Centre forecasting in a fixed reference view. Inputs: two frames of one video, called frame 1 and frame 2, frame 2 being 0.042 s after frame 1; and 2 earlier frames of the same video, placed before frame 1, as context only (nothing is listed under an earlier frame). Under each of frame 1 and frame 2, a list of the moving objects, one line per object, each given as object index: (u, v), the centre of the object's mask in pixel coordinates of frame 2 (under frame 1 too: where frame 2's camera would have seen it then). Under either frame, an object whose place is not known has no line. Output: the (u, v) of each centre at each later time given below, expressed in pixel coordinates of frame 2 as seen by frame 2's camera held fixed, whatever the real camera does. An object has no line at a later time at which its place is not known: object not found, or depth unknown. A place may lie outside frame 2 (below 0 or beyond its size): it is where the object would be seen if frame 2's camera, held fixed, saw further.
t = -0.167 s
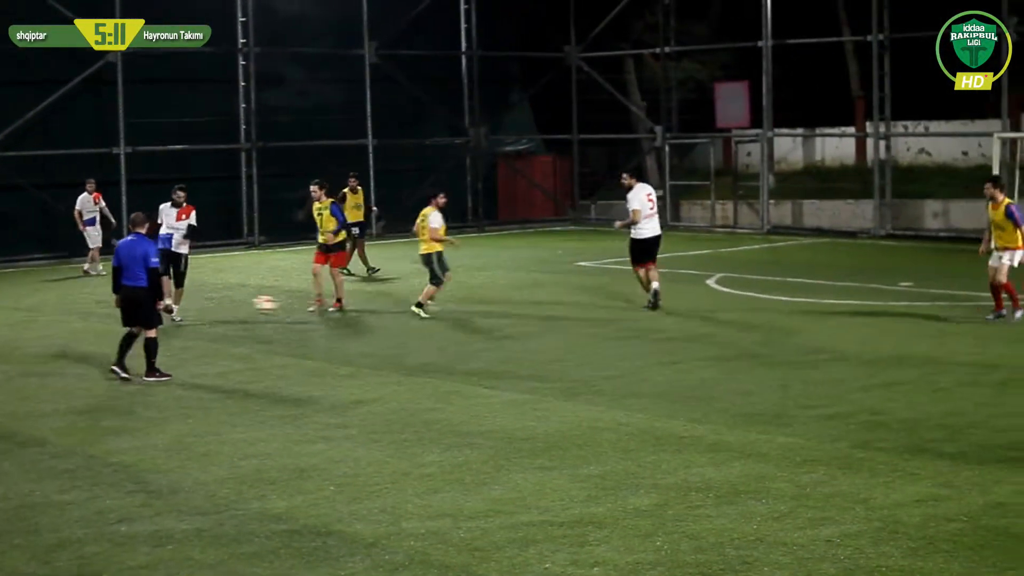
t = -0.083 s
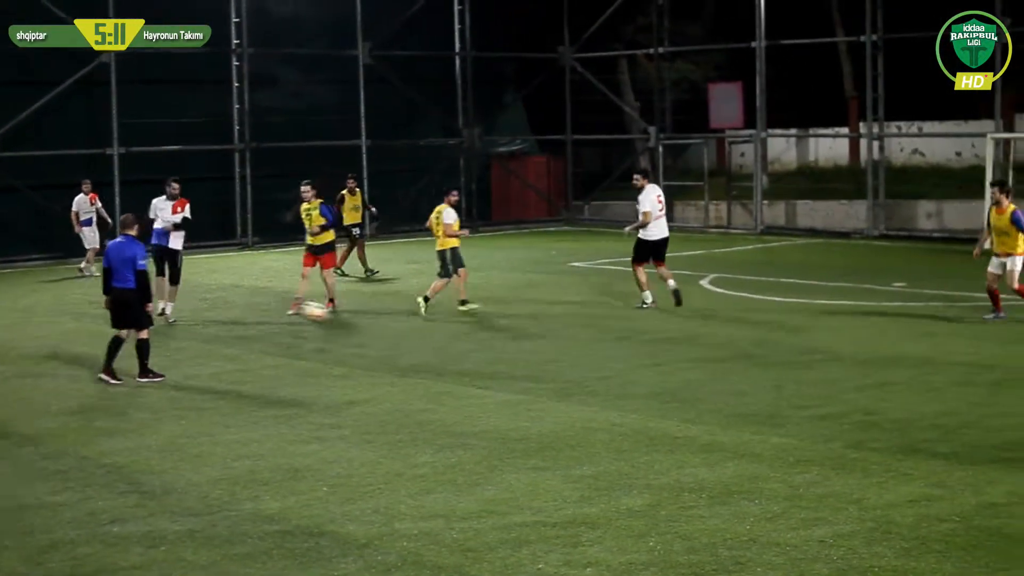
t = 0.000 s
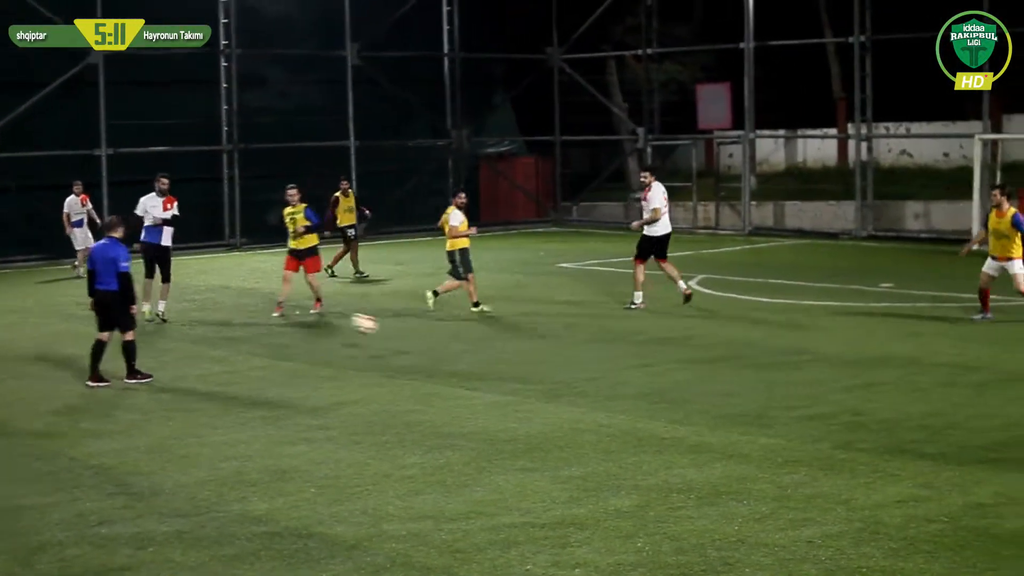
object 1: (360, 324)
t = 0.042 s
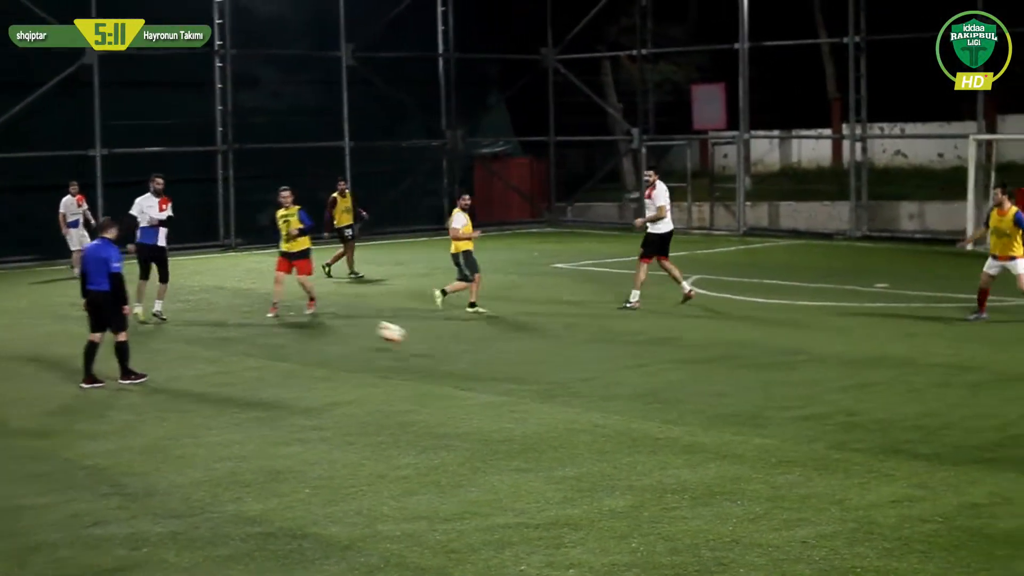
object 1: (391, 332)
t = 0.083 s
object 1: (424, 342)
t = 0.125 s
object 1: (455, 349)
